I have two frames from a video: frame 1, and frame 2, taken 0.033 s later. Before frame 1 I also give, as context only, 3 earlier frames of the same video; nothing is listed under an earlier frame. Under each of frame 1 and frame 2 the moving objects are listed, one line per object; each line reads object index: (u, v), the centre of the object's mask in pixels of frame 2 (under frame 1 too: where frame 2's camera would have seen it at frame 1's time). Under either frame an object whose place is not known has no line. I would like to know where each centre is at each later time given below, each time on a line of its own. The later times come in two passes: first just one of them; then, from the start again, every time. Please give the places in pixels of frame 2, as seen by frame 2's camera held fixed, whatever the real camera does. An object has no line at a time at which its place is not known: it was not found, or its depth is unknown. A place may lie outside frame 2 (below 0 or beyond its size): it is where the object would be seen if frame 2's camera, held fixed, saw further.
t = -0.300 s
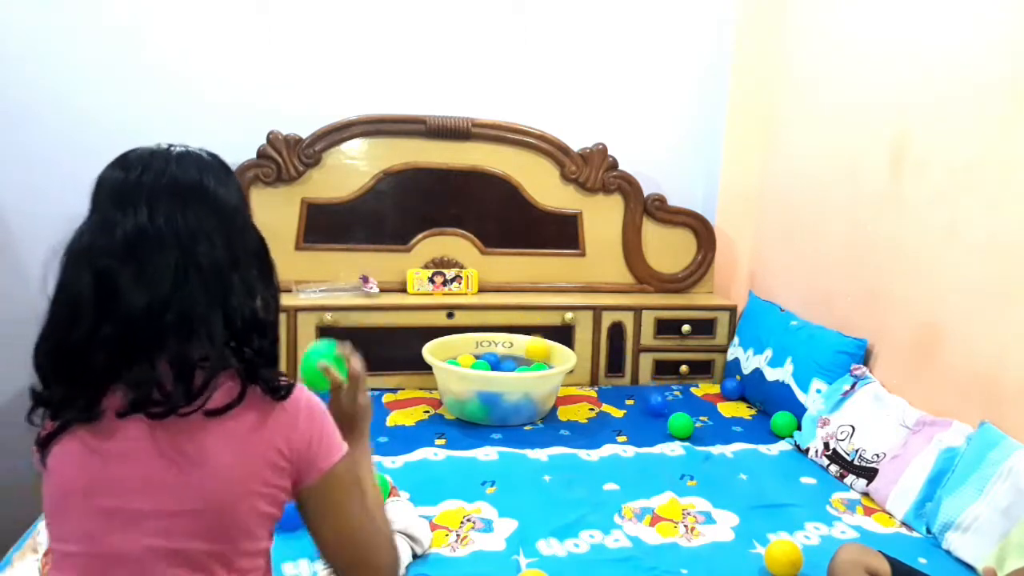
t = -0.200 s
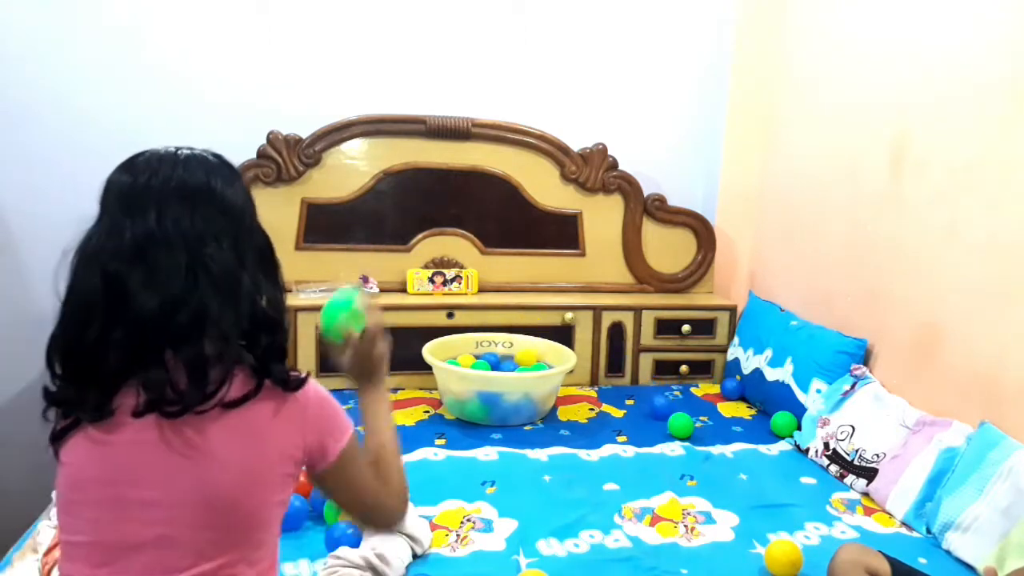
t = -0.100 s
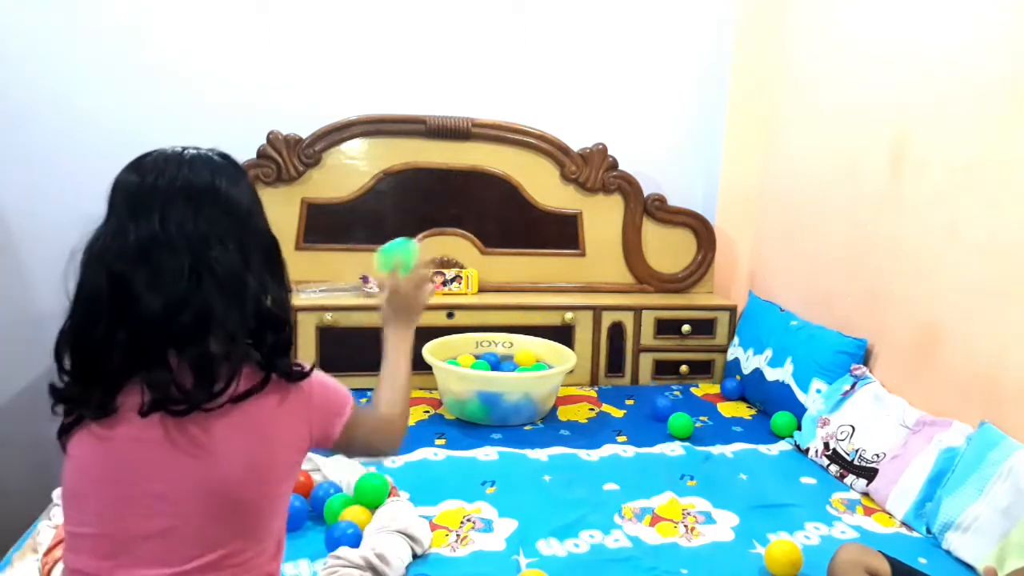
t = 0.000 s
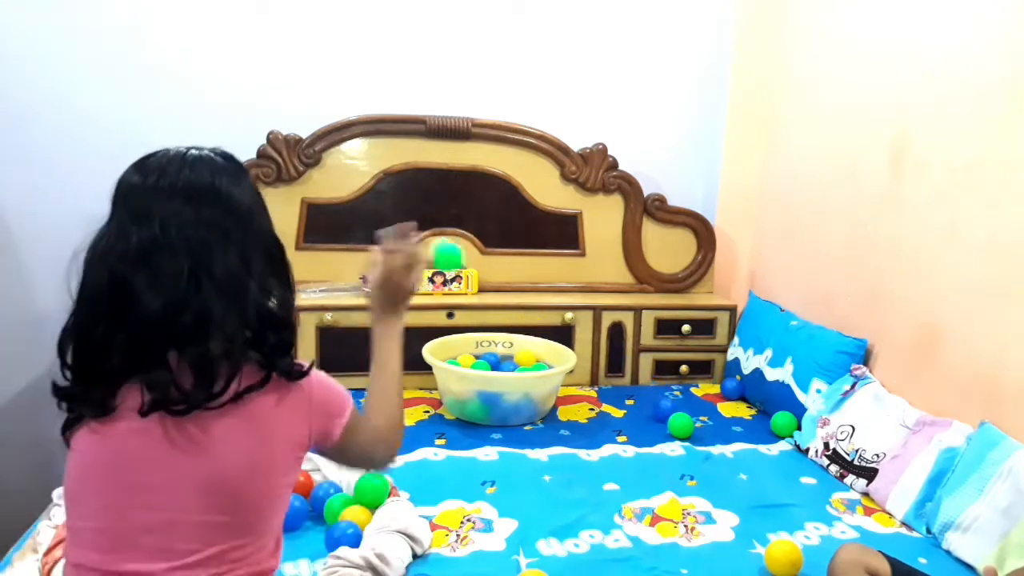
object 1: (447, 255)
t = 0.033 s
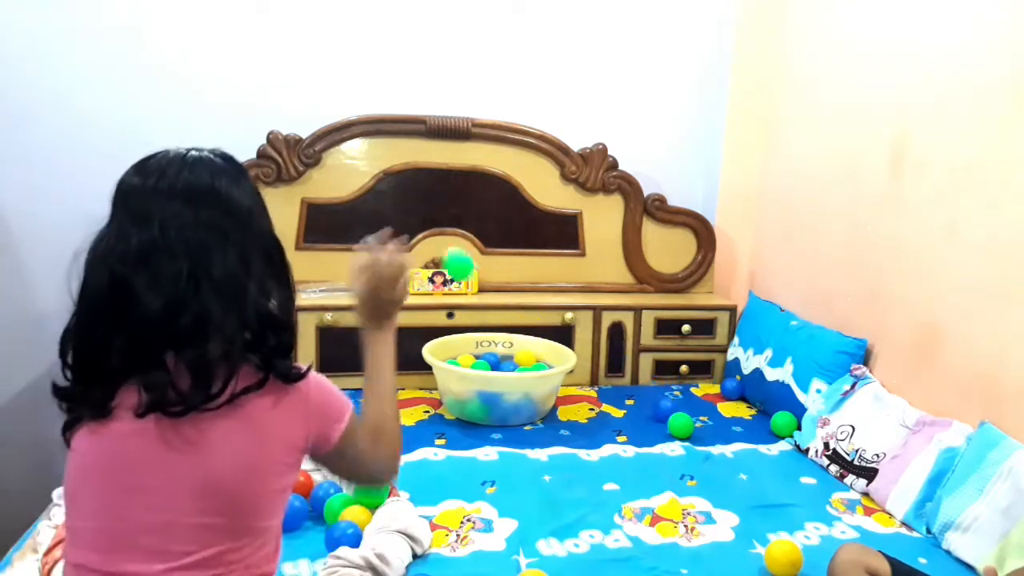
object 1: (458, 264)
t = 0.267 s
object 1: (488, 333)
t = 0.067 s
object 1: (470, 276)
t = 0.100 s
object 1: (479, 292)
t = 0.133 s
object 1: (487, 311)
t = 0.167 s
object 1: (495, 328)
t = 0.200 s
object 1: (502, 352)
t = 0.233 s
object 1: (496, 343)
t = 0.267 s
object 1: (488, 333)
